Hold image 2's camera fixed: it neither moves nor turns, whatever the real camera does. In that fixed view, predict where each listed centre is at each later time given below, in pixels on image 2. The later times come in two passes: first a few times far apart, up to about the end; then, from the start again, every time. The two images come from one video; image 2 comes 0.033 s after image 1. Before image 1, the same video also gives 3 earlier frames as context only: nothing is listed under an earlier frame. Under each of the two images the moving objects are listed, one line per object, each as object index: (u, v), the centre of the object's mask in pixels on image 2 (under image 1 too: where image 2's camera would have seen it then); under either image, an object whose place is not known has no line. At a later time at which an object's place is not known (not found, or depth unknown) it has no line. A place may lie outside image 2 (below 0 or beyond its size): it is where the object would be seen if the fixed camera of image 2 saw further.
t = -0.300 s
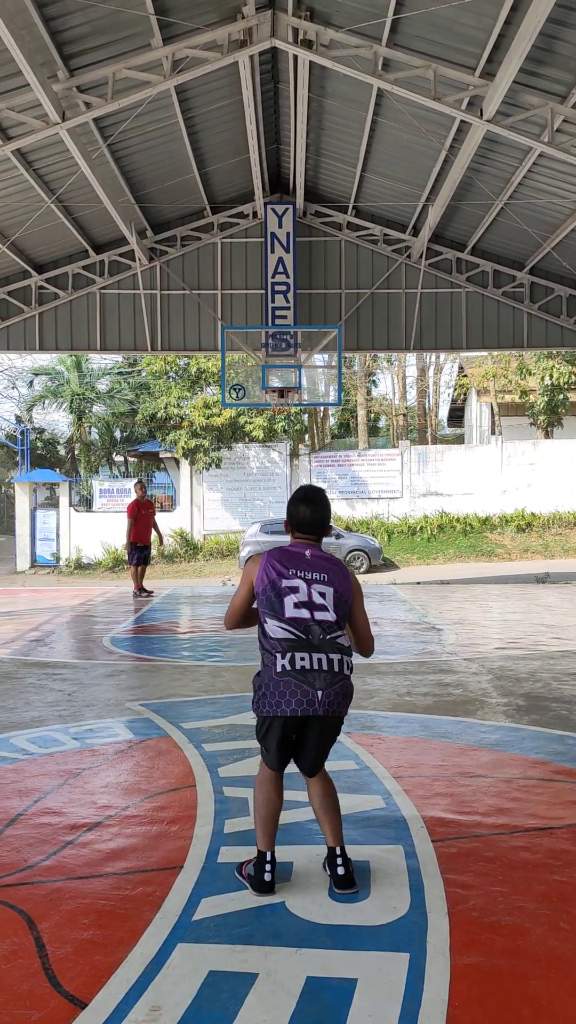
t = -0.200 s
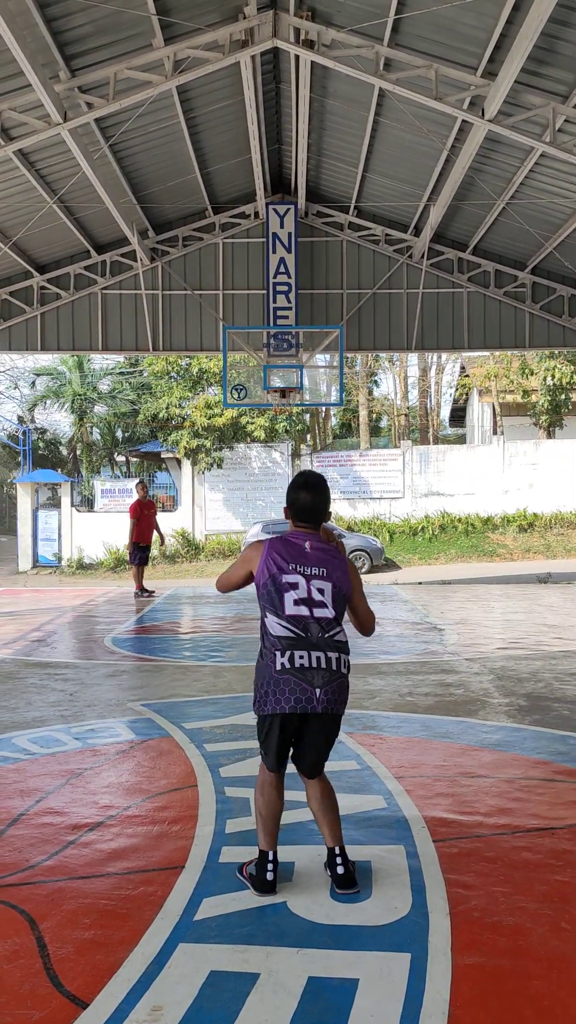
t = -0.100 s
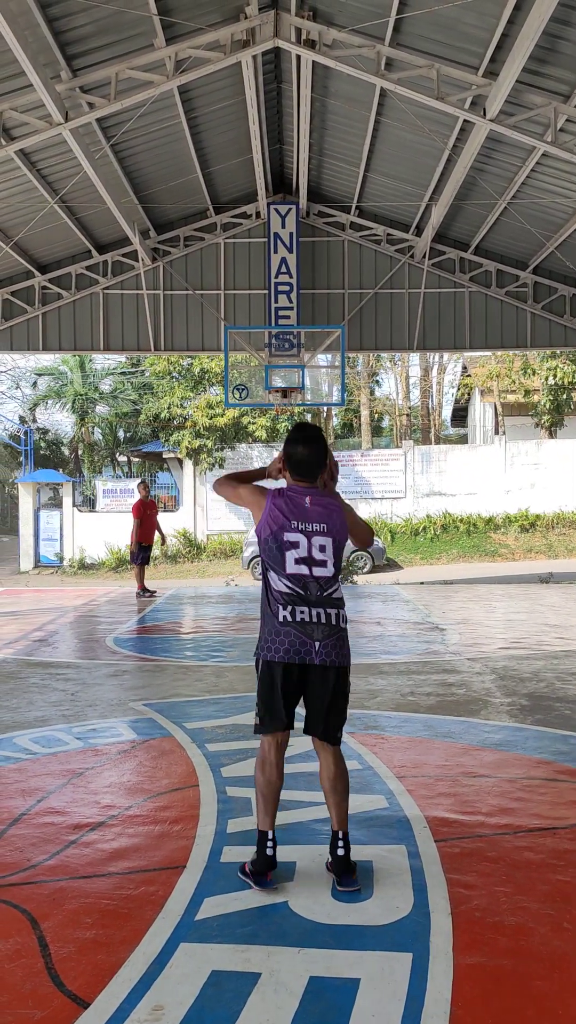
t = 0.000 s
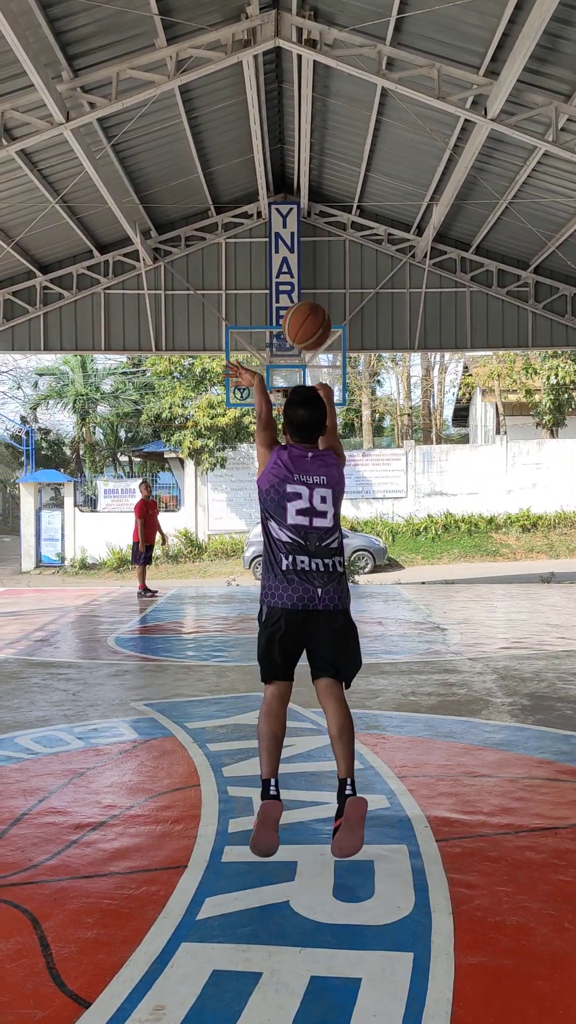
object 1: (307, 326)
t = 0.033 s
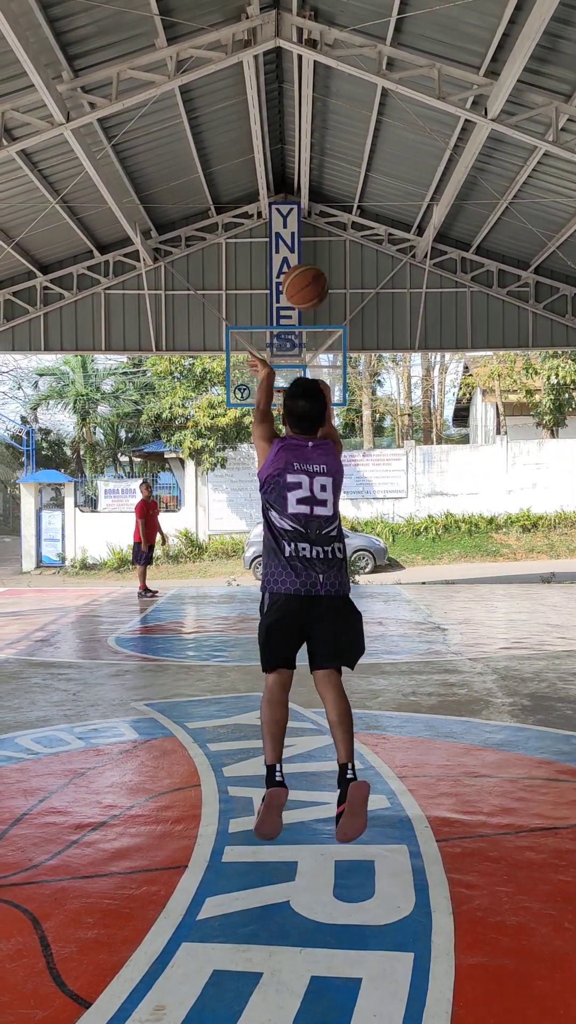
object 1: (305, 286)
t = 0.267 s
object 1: (298, 138)
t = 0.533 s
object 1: (296, 115)
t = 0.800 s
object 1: (293, 166)
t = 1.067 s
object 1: (291, 256)
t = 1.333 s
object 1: (290, 369)
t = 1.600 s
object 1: (301, 369)
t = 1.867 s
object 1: (314, 396)
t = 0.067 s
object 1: (304, 253)
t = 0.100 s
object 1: (302, 225)
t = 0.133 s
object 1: (302, 201)
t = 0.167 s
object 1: (300, 181)
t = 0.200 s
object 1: (299, 164)
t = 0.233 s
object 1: (299, 150)
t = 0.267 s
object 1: (298, 138)
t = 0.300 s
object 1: (298, 129)
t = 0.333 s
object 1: (298, 122)
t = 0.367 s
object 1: (297, 117)
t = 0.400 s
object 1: (297, 113)
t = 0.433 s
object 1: (297, 112)
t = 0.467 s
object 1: (297, 112)
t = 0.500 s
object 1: (296, 112)
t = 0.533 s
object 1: (296, 115)
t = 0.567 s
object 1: (296, 118)
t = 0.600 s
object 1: (295, 122)
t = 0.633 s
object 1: (295, 128)
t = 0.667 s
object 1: (295, 134)
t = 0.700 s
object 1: (294, 141)
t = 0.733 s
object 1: (294, 149)
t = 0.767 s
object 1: (294, 157)
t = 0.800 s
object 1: (293, 166)
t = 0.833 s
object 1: (293, 176)
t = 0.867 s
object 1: (292, 186)
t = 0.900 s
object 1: (292, 196)
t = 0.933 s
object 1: (291, 206)
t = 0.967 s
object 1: (291, 219)
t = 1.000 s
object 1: (291, 231)
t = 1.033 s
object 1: (291, 243)
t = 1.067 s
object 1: (291, 256)
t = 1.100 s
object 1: (291, 269)
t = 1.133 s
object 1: (291, 283)
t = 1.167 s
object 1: (291, 296)
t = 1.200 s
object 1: (290, 311)
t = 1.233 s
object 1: (290, 325)
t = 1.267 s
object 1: (289, 339)
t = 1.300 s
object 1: (290, 354)
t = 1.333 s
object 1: (290, 369)
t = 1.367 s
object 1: (290, 382)
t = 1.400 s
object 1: (291, 379)
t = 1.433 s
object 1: (293, 376)
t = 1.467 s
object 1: (295, 373)
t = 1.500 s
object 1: (296, 371)
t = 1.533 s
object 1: (298, 370)
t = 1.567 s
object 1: (299, 369)
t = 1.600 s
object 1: (301, 369)
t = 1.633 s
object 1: (303, 370)
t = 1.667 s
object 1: (304, 372)
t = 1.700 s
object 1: (306, 374)
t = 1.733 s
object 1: (307, 377)
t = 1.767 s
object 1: (309, 381)
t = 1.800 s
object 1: (312, 386)
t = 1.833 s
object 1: (313, 391)
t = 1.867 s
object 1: (314, 396)
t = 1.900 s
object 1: (316, 403)
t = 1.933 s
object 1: (317, 411)
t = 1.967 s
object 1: (318, 413)
